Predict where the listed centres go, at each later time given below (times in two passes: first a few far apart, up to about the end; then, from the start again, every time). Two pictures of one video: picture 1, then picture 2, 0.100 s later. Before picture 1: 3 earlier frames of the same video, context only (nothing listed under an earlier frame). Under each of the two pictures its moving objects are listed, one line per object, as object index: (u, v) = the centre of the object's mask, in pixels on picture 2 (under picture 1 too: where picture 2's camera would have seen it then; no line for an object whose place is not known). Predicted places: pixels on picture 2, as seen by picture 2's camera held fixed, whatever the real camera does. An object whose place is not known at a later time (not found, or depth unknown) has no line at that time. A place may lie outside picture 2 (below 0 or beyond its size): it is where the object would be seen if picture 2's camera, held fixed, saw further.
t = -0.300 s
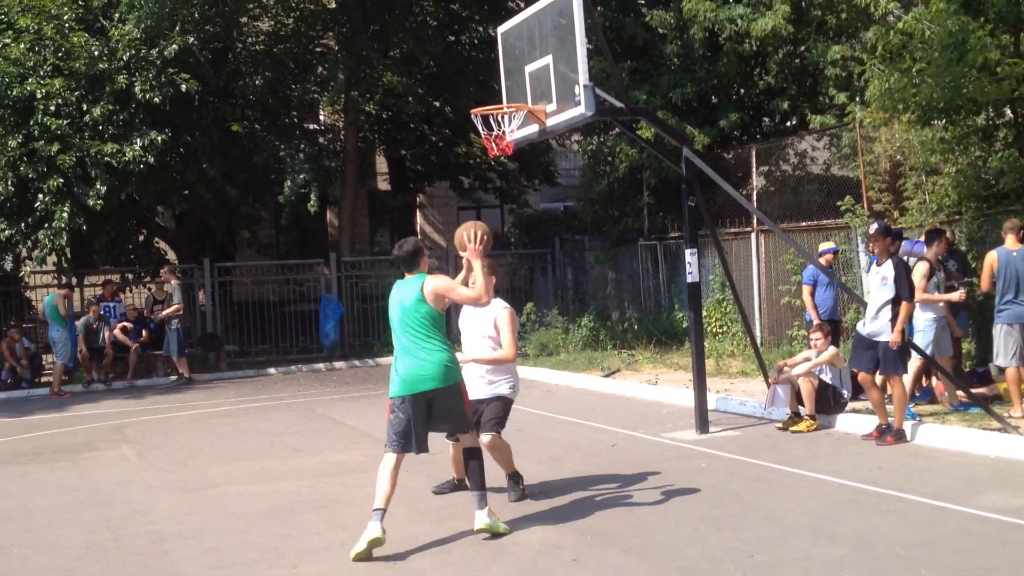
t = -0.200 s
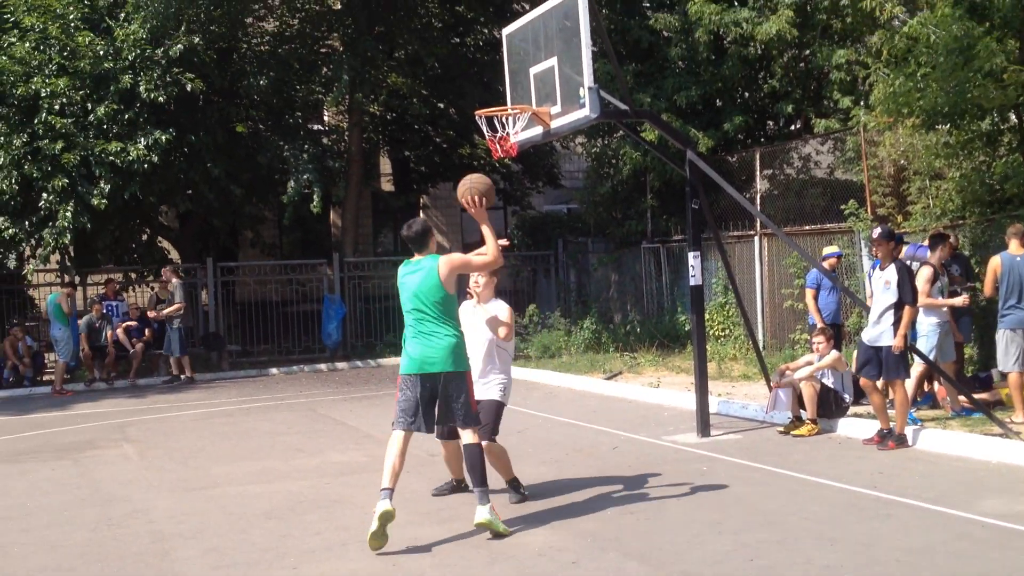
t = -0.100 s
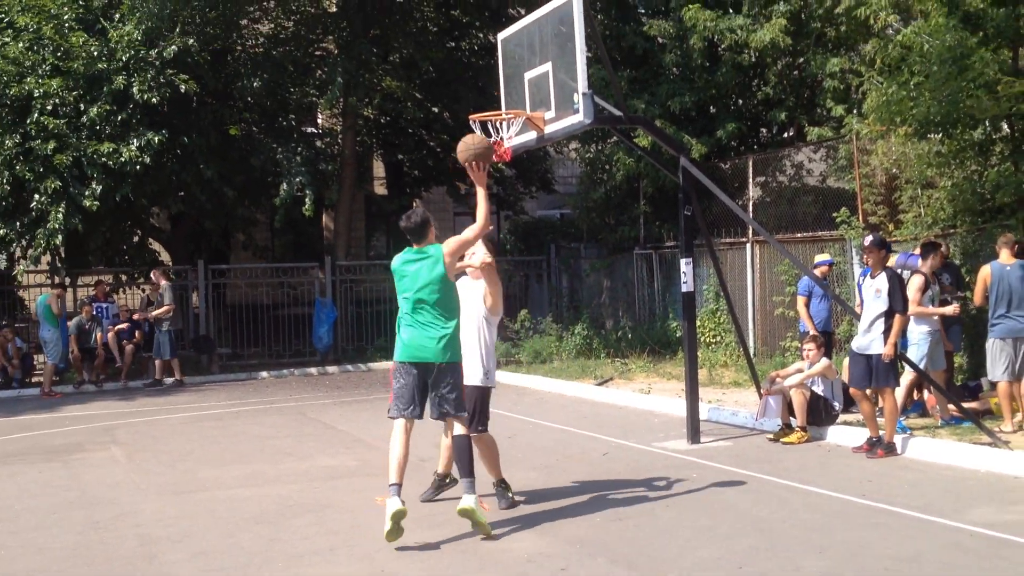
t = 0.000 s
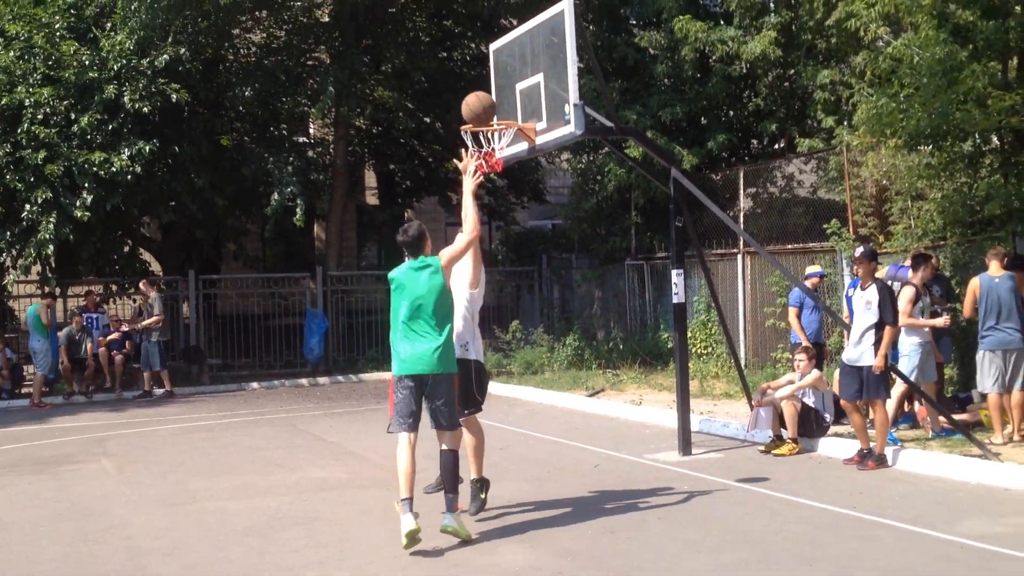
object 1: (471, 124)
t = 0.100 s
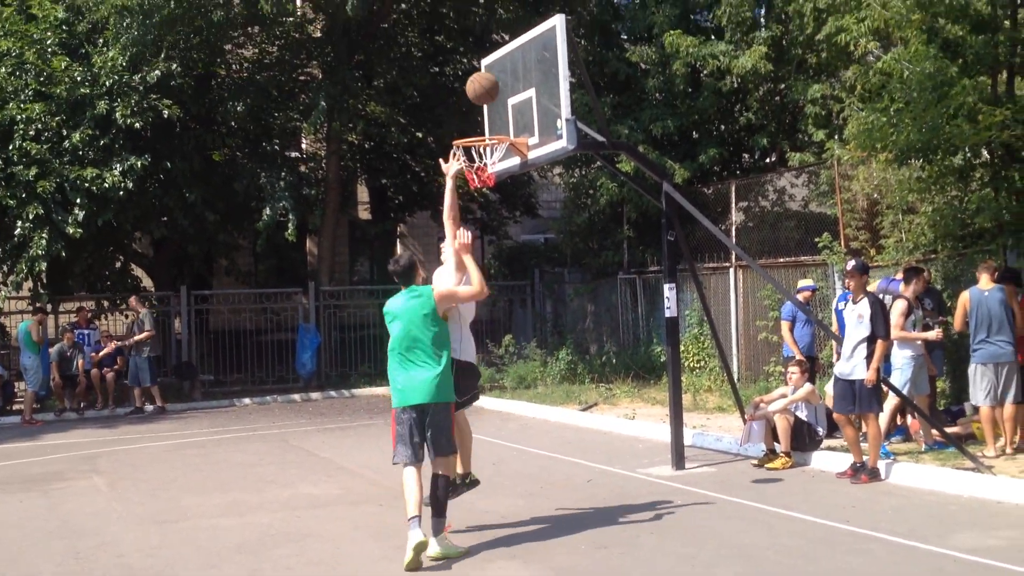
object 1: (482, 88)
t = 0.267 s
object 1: (500, 64)
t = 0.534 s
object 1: (497, 93)
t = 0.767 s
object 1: (440, 130)
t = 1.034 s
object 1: (392, 175)
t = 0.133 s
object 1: (486, 80)
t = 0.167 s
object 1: (489, 74)
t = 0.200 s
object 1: (493, 69)
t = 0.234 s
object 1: (496, 66)
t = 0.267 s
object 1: (500, 64)
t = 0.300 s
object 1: (503, 64)
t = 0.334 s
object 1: (507, 66)
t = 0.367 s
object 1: (511, 67)
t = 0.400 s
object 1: (513, 71)
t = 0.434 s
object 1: (516, 76)
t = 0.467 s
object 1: (518, 81)
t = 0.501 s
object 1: (507, 86)
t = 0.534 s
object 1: (497, 93)
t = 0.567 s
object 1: (487, 101)
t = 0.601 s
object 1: (477, 110)
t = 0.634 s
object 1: (468, 120)
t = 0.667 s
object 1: (458, 129)
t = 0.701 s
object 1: (453, 131)
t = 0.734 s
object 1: (446, 130)
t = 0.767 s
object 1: (440, 130)
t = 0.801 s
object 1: (434, 131)
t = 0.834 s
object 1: (428, 134)
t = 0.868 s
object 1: (422, 138)
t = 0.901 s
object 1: (416, 142)
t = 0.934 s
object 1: (410, 148)
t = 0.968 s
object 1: (404, 156)
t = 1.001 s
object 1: (397, 165)
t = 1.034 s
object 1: (392, 175)
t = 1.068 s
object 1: (386, 186)
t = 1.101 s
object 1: (381, 198)
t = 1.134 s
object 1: (374, 212)
